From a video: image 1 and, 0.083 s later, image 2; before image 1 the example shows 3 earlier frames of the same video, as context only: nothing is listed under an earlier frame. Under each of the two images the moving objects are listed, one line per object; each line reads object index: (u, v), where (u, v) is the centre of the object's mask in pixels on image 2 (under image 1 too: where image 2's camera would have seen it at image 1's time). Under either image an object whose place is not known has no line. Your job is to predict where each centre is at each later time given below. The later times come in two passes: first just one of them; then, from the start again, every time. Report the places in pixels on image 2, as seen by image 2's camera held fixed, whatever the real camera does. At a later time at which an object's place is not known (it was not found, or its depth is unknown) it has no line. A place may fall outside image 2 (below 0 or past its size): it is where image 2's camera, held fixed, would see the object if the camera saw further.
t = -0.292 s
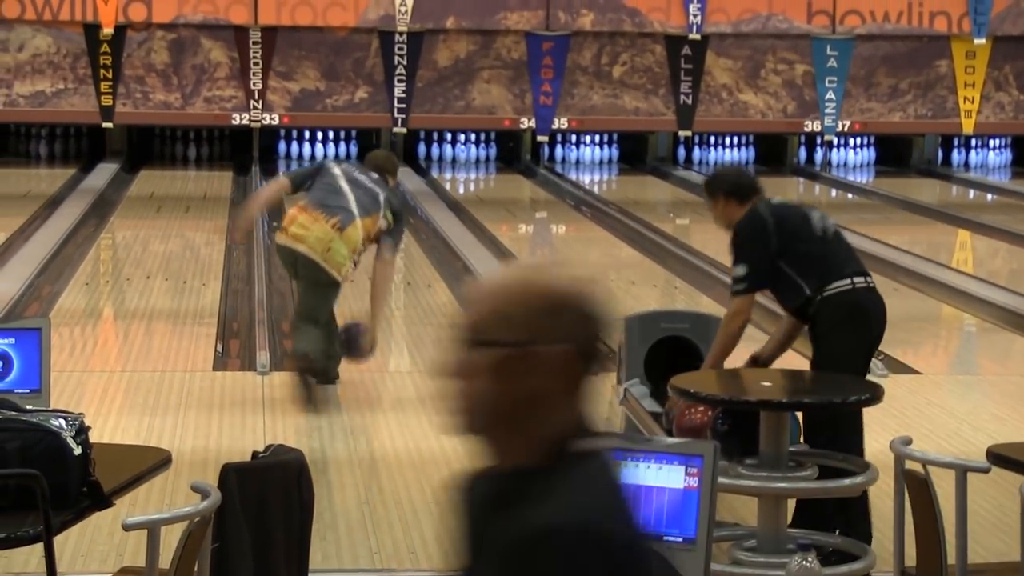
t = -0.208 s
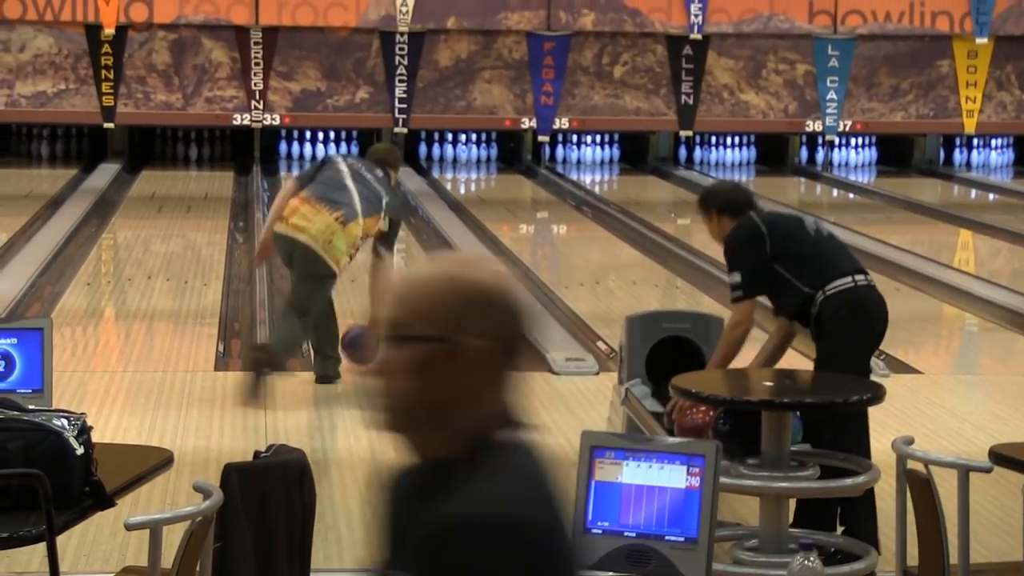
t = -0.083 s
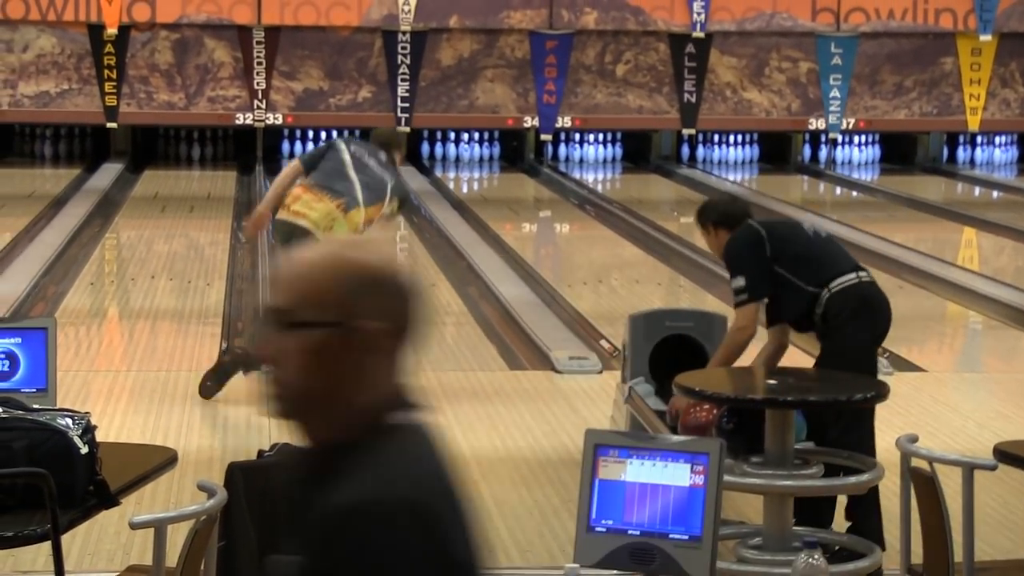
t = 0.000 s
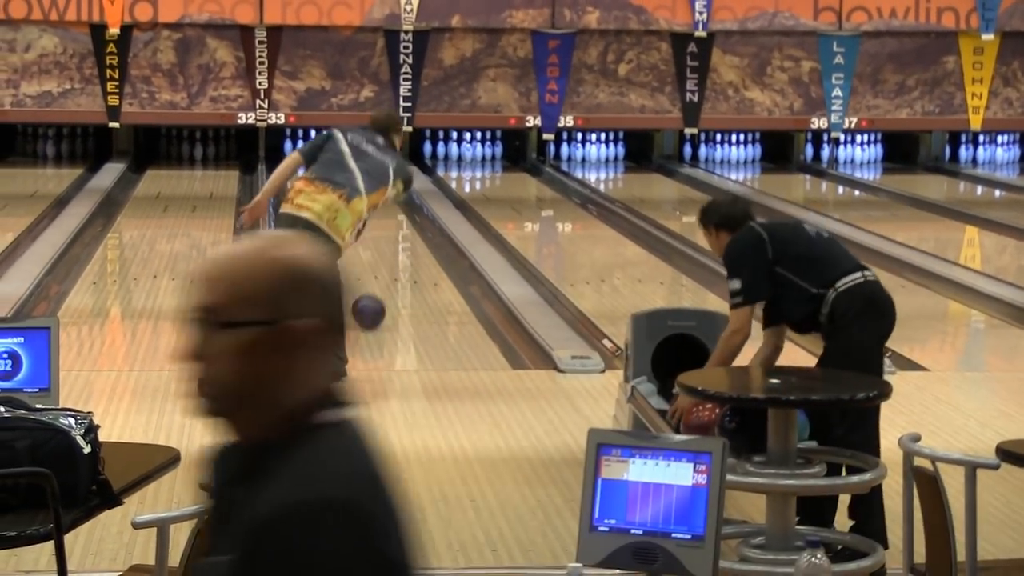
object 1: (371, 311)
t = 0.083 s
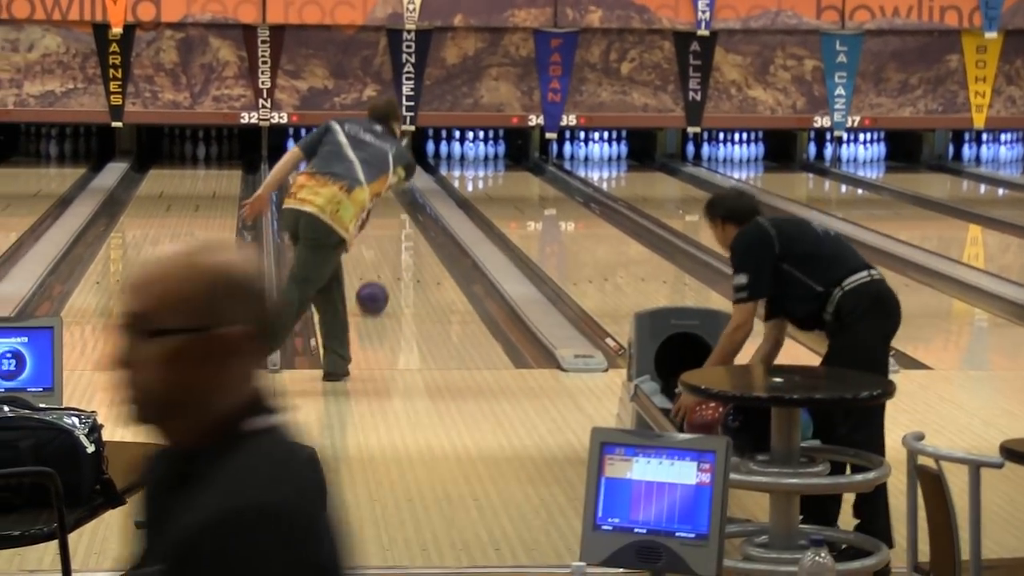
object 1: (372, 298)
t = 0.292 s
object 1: (374, 269)
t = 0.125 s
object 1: (372, 291)
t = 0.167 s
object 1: (373, 286)
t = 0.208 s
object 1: (373, 280)
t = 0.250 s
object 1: (374, 274)
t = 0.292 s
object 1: (374, 269)
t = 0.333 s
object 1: (374, 264)
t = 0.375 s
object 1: (375, 259)
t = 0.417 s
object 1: (375, 255)
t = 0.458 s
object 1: (375, 250)
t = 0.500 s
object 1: (376, 245)
